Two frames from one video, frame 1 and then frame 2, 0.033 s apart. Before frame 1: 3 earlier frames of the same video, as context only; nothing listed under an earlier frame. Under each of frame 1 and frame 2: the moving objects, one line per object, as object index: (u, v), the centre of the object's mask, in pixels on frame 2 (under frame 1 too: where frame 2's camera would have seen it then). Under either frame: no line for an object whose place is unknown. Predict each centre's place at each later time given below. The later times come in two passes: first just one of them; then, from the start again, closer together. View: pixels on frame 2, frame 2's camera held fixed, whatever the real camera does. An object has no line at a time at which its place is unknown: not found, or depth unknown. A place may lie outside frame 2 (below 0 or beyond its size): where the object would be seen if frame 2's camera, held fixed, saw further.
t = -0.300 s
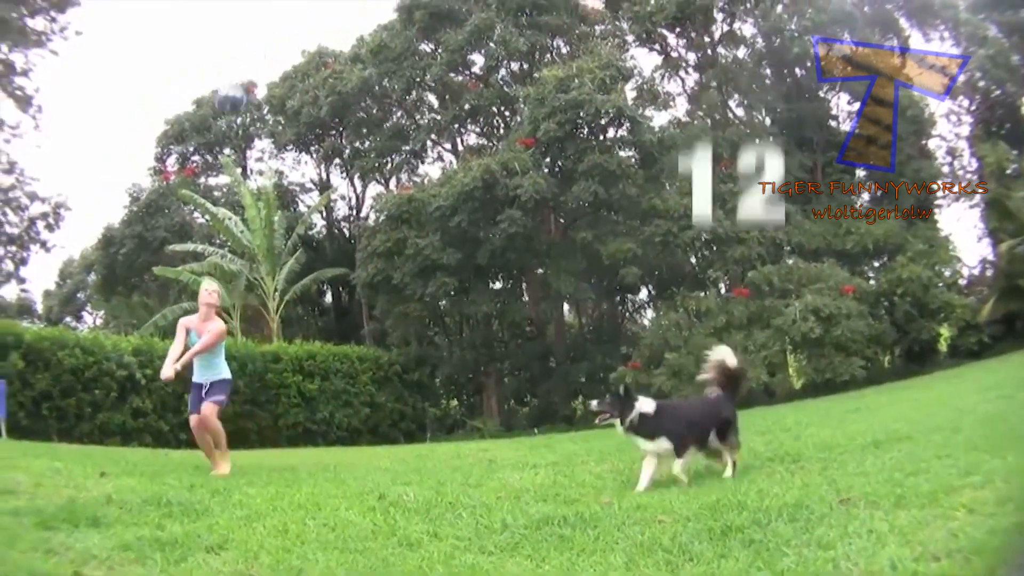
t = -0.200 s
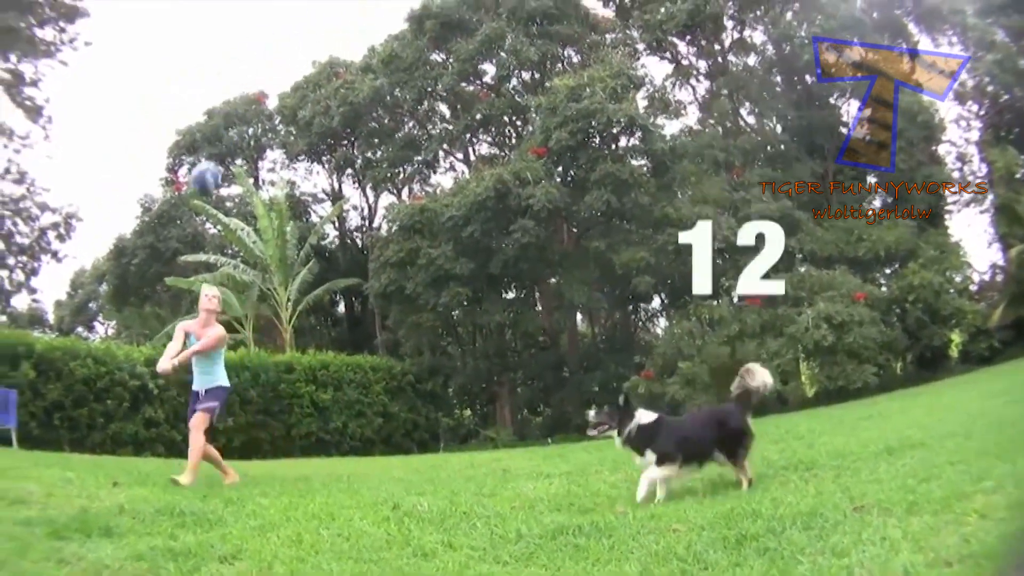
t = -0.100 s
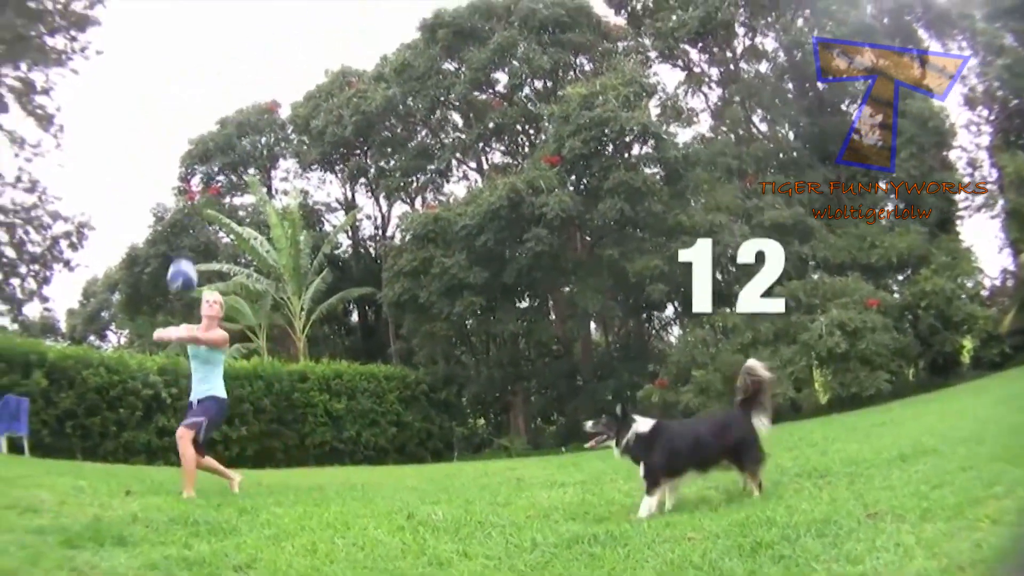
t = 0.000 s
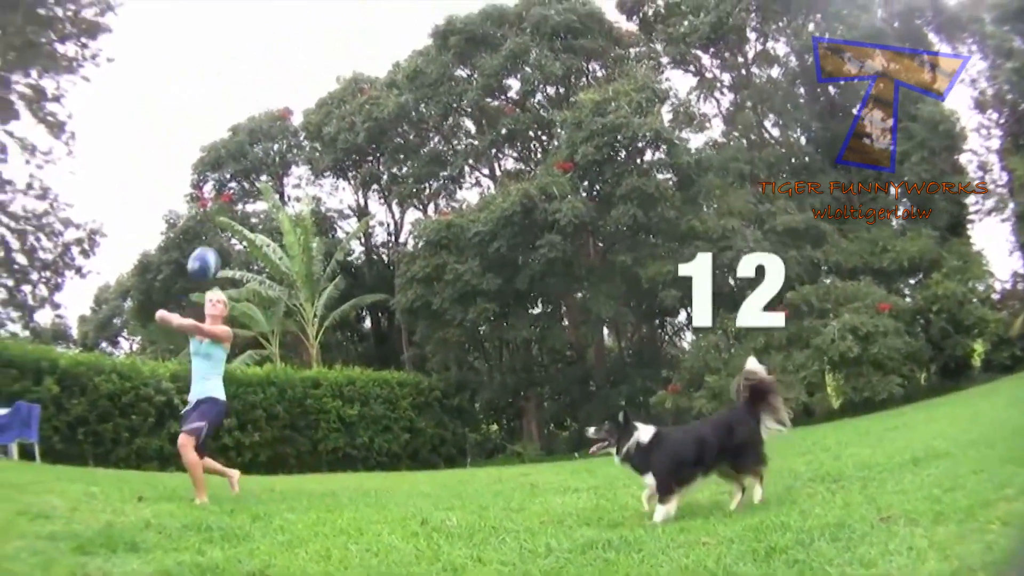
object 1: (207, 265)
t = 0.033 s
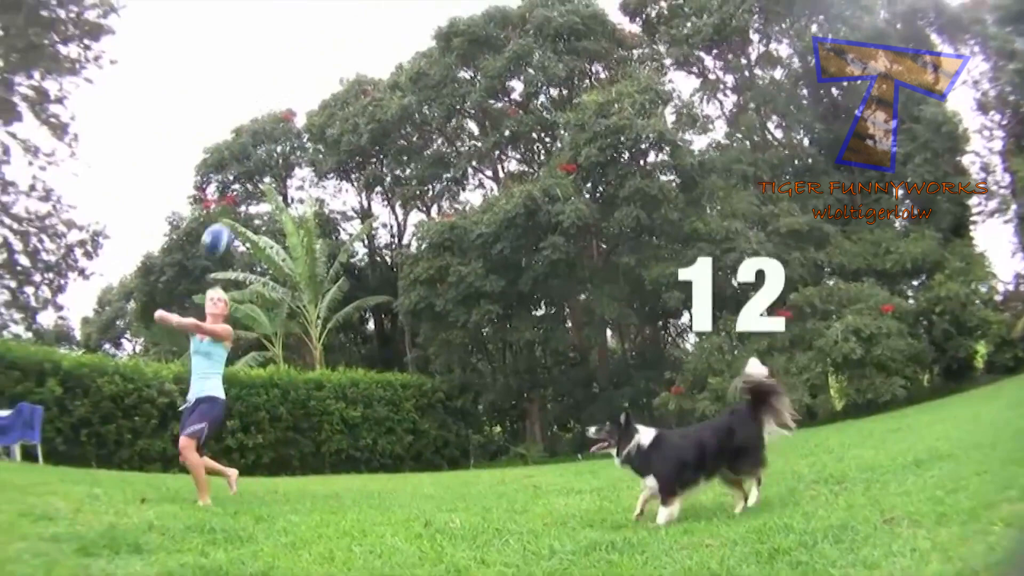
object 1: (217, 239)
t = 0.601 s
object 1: (418, 64)
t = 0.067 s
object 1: (229, 216)
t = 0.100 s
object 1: (240, 195)
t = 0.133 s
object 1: (251, 176)
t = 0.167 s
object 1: (264, 154)
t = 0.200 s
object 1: (275, 138)
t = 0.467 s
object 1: (372, 69)
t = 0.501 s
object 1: (383, 64)
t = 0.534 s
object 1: (395, 63)
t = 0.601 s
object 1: (418, 64)
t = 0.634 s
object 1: (429, 67)
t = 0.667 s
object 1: (441, 70)
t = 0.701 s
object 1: (454, 78)
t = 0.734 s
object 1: (466, 88)
